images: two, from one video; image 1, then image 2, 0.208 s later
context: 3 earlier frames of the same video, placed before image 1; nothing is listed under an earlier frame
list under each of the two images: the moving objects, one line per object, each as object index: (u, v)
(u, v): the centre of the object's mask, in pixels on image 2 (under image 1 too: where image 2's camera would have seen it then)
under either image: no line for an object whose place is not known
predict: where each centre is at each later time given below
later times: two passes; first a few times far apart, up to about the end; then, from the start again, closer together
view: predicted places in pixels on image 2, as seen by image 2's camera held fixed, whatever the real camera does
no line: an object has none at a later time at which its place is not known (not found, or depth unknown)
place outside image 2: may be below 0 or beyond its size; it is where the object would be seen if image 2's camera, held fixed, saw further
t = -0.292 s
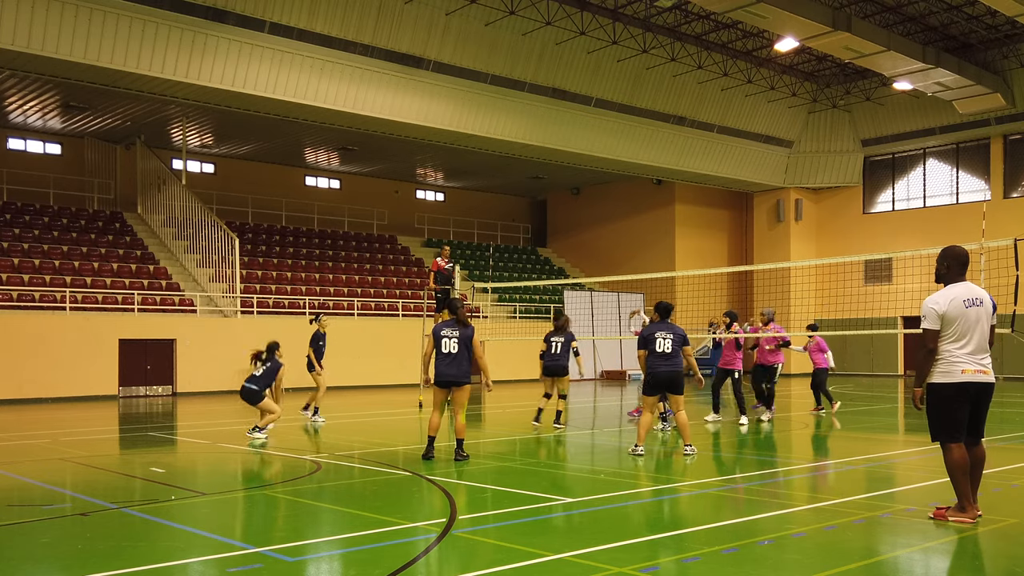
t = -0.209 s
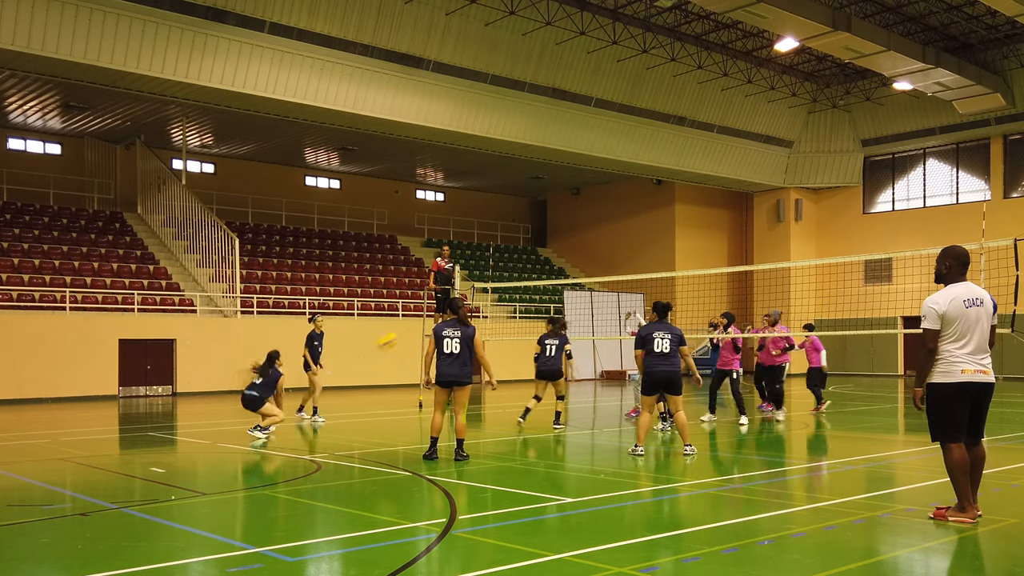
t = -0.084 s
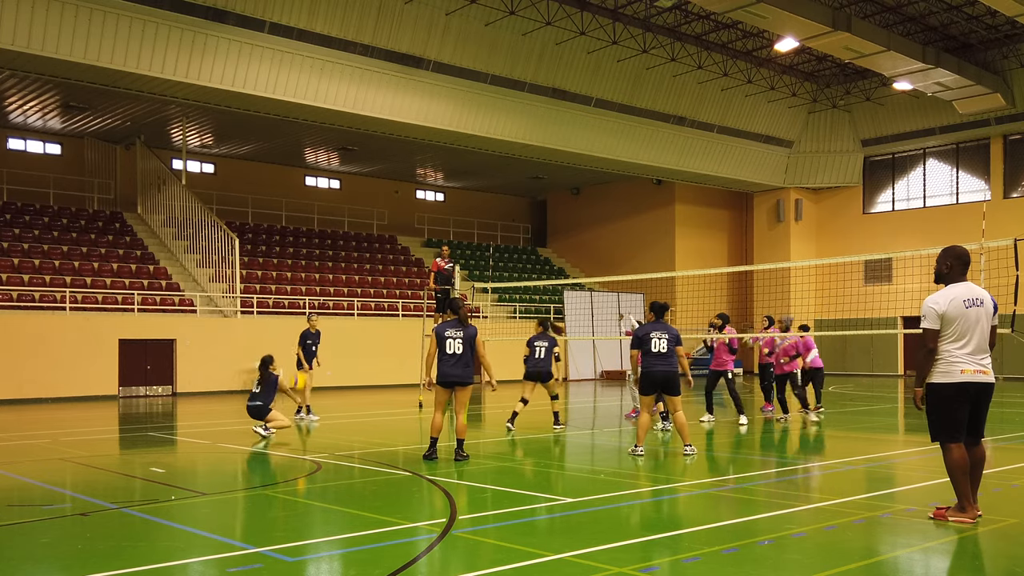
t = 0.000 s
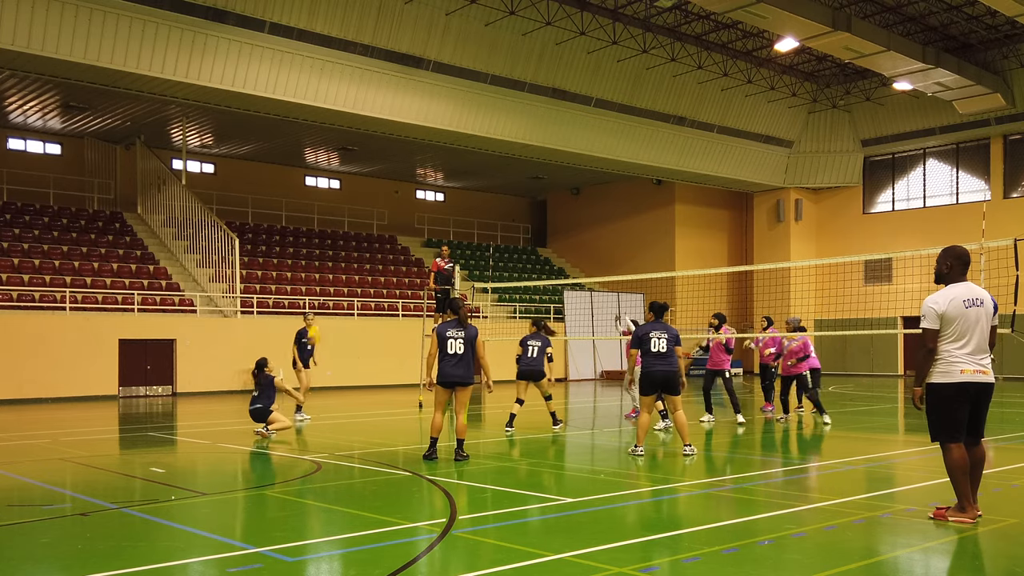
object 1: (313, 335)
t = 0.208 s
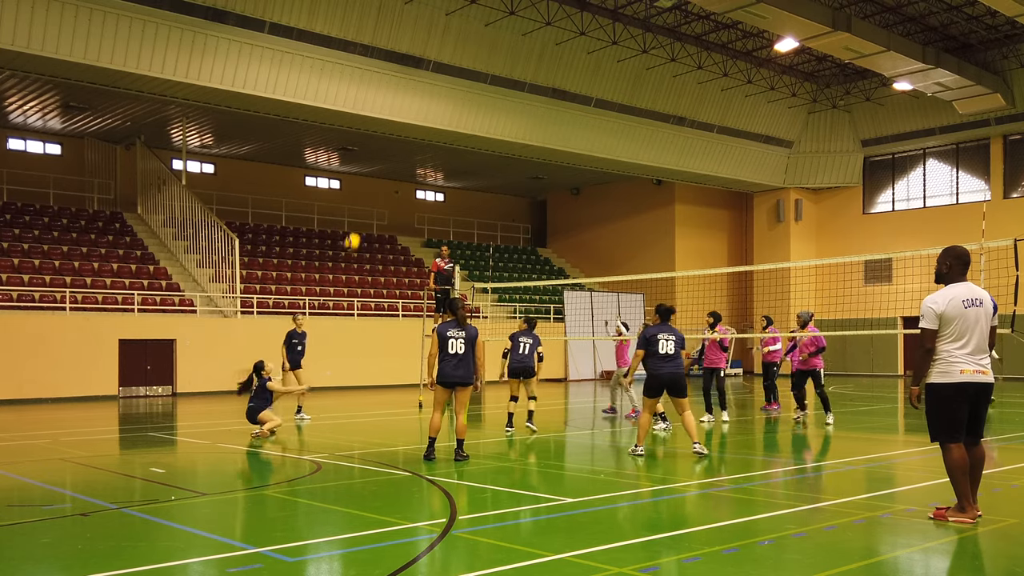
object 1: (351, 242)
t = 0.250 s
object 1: (359, 227)
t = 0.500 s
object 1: (397, 168)
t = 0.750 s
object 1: (433, 151)
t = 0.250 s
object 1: (359, 227)
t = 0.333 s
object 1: (372, 202)
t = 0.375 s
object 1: (379, 192)
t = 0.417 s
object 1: (385, 183)
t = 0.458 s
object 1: (391, 174)
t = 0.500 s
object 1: (397, 168)
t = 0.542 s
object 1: (404, 162)
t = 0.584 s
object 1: (410, 158)
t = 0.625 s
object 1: (416, 154)
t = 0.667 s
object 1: (422, 151)
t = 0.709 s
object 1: (427, 151)
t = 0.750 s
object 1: (433, 151)
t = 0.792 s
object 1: (438, 152)
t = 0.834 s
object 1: (444, 154)
